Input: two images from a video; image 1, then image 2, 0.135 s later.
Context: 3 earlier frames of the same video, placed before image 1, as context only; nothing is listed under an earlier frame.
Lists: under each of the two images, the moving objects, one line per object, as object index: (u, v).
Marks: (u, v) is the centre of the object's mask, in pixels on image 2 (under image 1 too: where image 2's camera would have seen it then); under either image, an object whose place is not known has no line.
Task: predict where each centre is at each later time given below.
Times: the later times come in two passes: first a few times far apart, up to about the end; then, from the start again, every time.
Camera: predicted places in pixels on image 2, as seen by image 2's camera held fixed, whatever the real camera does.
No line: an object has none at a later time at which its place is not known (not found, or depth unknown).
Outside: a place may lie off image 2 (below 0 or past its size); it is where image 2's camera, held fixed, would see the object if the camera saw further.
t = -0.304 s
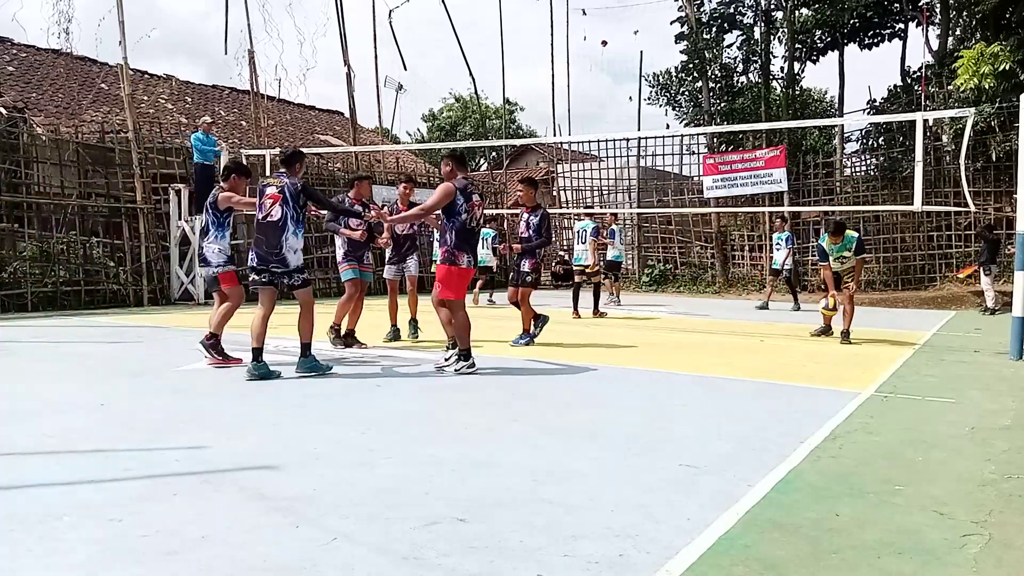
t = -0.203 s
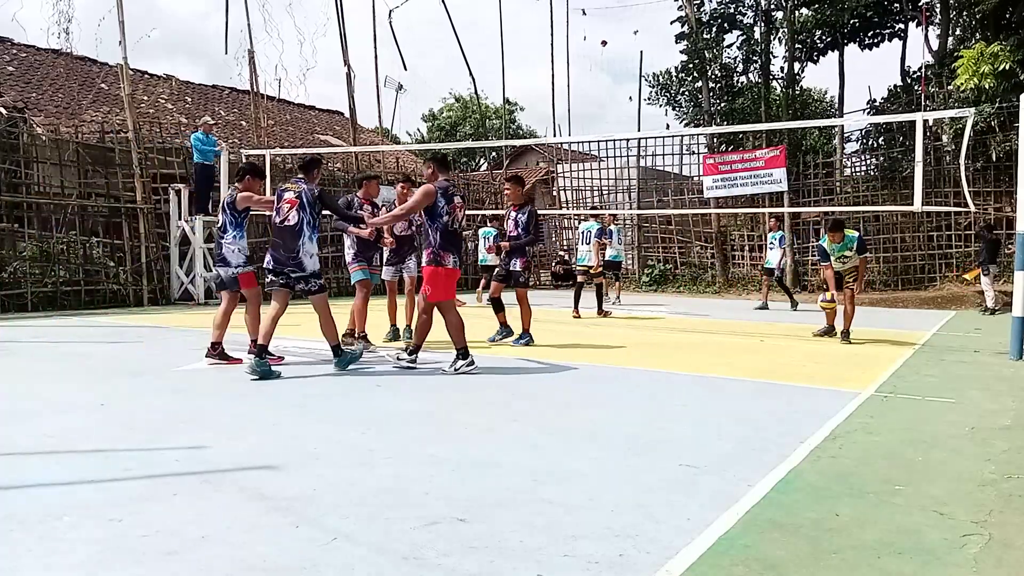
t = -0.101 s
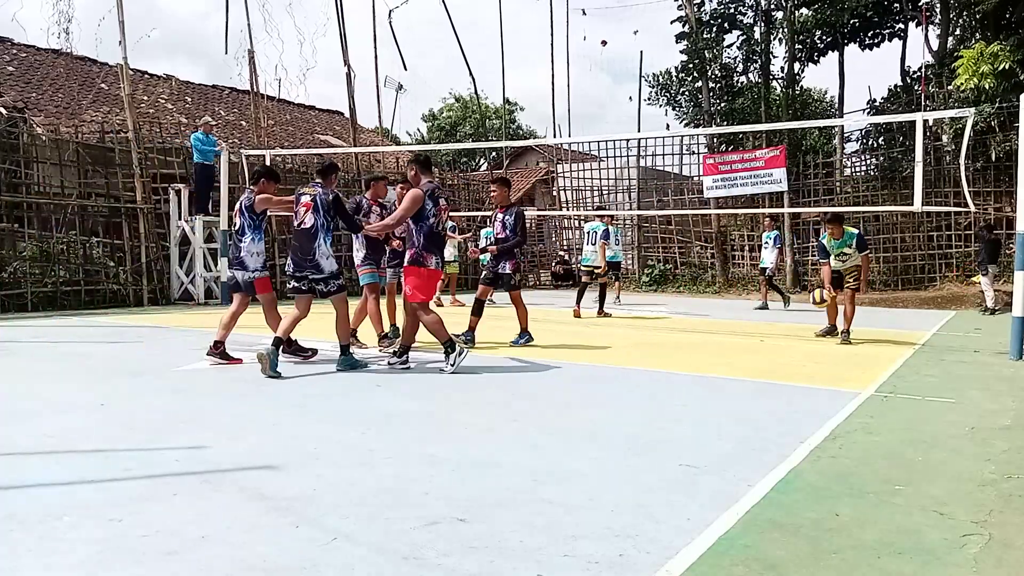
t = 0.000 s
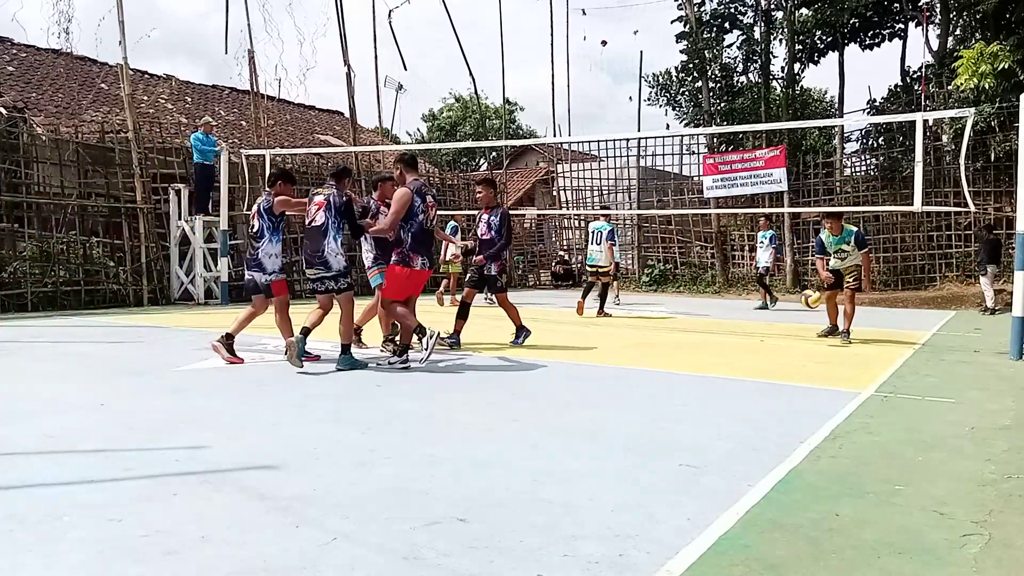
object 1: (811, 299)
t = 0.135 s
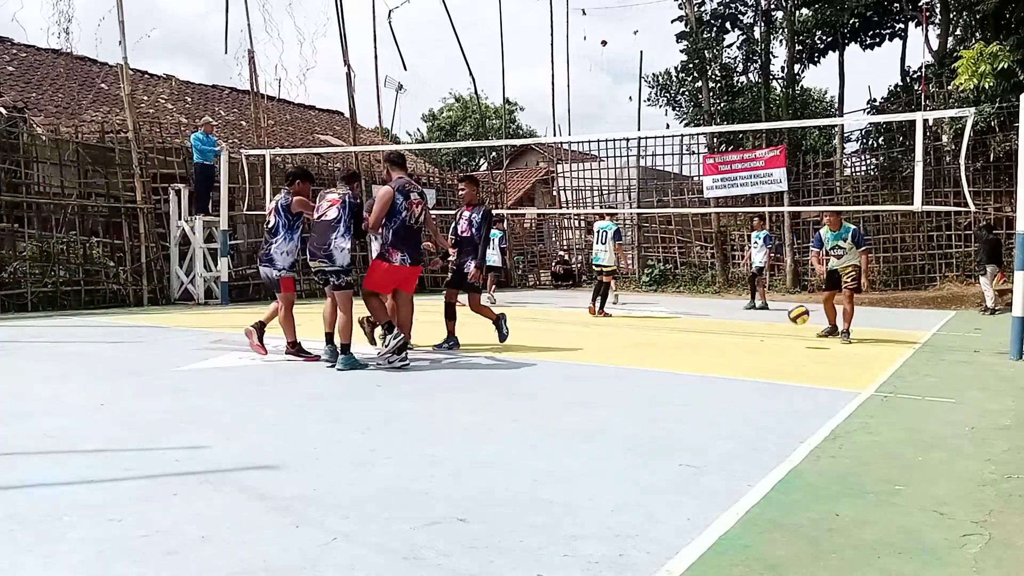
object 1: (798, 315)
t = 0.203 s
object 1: (792, 329)
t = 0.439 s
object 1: (773, 312)
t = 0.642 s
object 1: (757, 321)
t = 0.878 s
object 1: (737, 327)
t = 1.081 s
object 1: (718, 326)
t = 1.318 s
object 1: (695, 339)
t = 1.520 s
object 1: (674, 337)
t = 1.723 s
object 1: (651, 350)
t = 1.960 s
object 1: (622, 357)
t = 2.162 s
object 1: (594, 355)
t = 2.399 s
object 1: (558, 370)
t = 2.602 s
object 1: (522, 382)
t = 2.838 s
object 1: (477, 387)
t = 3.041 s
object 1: (431, 395)
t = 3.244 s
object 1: (379, 407)
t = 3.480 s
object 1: (309, 419)
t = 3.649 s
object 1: (253, 427)
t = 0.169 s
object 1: (794, 322)
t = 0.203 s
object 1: (792, 329)
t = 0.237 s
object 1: (788, 339)
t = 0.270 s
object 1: (786, 335)
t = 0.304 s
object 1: (783, 328)
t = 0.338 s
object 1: (781, 322)
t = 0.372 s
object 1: (778, 317)
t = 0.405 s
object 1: (776, 314)
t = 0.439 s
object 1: (773, 312)
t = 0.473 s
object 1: (771, 310)
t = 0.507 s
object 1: (768, 311)
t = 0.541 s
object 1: (766, 311)
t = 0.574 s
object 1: (763, 313)
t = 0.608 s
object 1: (760, 317)
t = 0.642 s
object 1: (757, 321)
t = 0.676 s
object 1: (754, 327)
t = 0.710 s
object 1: (751, 334)
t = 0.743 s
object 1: (749, 343)
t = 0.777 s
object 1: (746, 344)
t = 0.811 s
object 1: (743, 337)
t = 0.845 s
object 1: (740, 332)
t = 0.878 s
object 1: (737, 327)
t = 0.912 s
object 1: (734, 324)
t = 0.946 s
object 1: (731, 322)
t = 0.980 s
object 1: (728, 321)
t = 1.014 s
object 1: (725, 321)
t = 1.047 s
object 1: (722, 323)
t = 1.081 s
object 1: (718, 326)
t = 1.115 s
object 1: (715, 329)
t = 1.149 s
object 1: (711, 336)
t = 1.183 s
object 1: (707, 342)
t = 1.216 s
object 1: (704, 351)
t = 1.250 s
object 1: (701, 350)
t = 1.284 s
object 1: (699, 344)
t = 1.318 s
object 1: (695, 339)
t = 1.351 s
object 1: (691, 335)
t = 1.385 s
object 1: (688, 332)
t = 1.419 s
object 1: (684, 331)
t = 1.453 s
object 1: (681, 332)
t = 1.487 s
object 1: (677, 333)
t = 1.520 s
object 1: (674, 337)
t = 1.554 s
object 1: (670, 341)
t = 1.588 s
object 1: (666, 347)
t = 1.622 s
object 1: (663, 354)
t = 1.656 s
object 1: (658, 362)
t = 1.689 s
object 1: (655, 355)
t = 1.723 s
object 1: (651, 350)
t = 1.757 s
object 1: (647, 346)
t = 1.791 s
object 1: (643, 344)
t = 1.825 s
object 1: (639, 344)
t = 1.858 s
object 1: (635, 345)
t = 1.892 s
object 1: (631, 348)
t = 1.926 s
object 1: (626, 351)
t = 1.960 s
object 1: (622, 357)
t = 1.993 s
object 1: (618, 365)
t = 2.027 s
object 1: (613, 368)
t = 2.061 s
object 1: (609, 363)
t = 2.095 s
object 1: (604, 358)
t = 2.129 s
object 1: (599, 356)
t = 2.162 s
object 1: (594, 355)
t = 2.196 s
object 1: (590, 356)
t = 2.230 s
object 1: (585, 358)
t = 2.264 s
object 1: (579, 363)
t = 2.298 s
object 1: (574, 368)
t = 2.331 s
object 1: (569, 376)
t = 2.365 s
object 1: (564, 375)
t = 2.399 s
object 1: (558, 370)
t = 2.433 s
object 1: (553, 368)
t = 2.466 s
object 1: (547, 367)
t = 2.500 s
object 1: (541, 368)
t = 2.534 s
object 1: (535, 371)
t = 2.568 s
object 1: (529, 376)
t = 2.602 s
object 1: (522, 382)
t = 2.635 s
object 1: (516, 385)
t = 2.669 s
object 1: (510, 380)
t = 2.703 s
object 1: (504, 378)
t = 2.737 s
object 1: (497, 378)
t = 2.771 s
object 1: (491, 379)
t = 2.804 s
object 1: (483, 382)
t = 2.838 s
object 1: (477, 387)
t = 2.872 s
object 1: (469, 394)
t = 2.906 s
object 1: (462, 392)
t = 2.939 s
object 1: (455, 390)
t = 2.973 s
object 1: (447, 389)
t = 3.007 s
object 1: (439, 392)
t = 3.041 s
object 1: (431, 395)
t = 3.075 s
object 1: (423, 401)
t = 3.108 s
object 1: (415, 404)
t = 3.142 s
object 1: (406, 401)
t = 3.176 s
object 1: (397, 401)
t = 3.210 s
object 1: (389, 403)
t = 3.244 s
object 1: (379, 407)
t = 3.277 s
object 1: (369, 413)
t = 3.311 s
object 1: (360, 411)
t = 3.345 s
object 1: (350, 411)
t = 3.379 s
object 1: (340, 412)
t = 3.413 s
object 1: (330, 417)
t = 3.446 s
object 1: (319, 422)
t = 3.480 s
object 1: (309, 419)
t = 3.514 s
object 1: (299, 419)
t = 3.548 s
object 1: (288, 422)
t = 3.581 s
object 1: (276, 427)
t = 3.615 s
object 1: (265, 429)
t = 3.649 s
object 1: (253, 427)
